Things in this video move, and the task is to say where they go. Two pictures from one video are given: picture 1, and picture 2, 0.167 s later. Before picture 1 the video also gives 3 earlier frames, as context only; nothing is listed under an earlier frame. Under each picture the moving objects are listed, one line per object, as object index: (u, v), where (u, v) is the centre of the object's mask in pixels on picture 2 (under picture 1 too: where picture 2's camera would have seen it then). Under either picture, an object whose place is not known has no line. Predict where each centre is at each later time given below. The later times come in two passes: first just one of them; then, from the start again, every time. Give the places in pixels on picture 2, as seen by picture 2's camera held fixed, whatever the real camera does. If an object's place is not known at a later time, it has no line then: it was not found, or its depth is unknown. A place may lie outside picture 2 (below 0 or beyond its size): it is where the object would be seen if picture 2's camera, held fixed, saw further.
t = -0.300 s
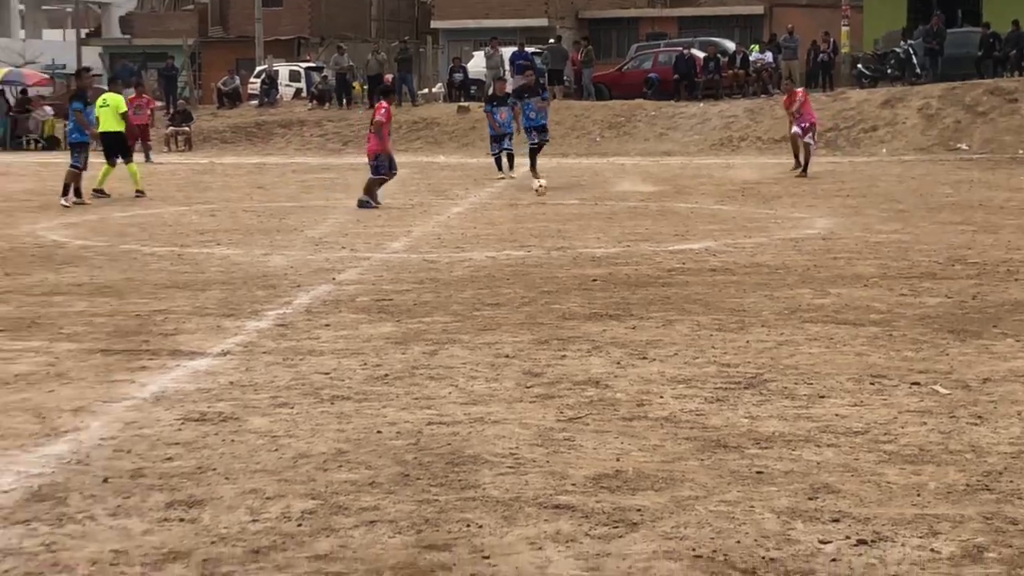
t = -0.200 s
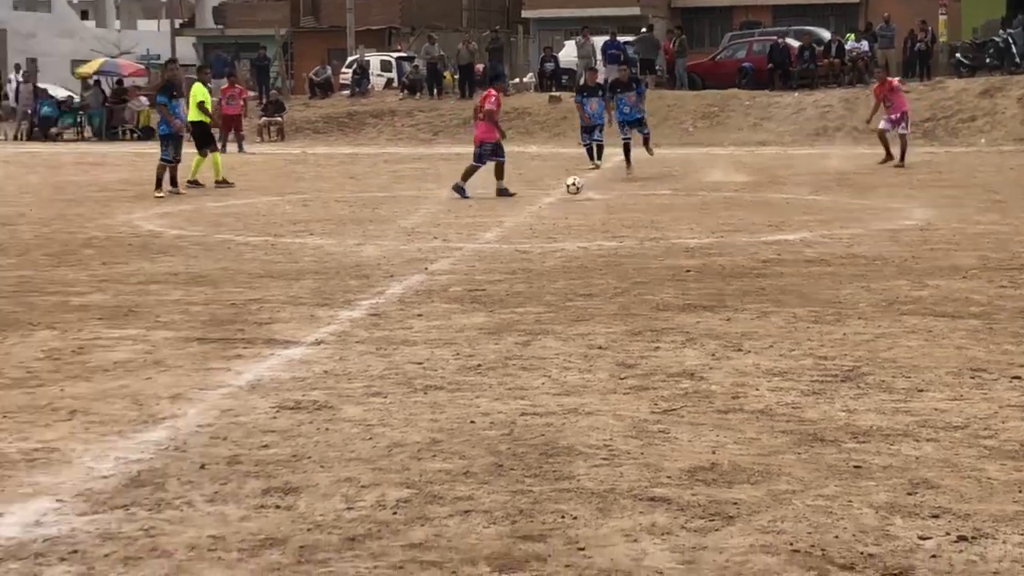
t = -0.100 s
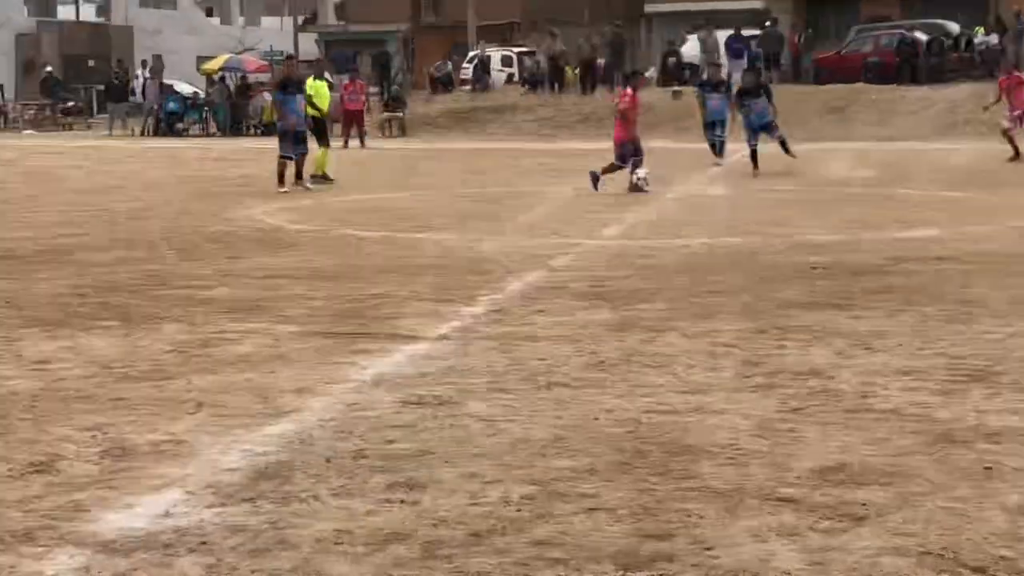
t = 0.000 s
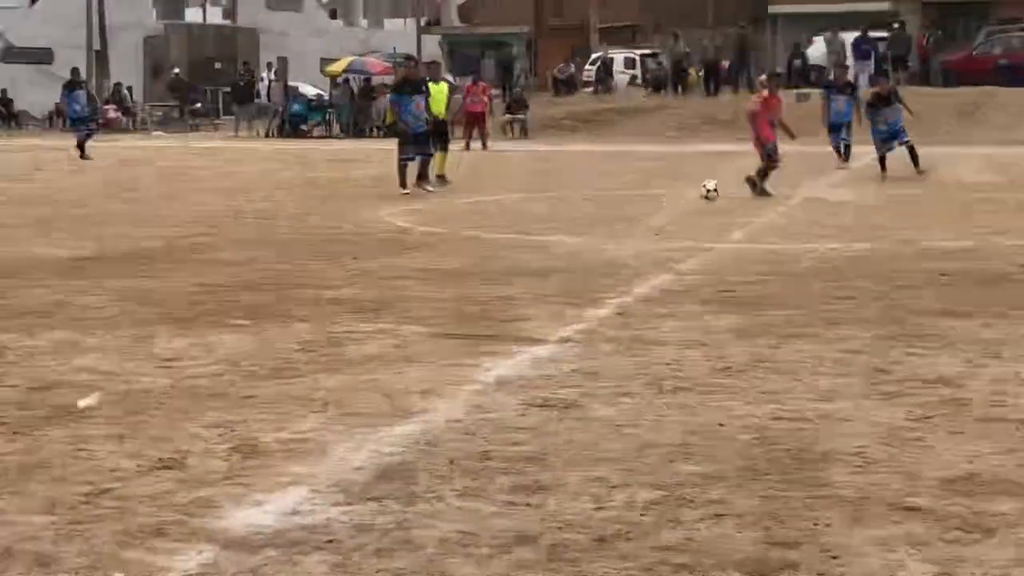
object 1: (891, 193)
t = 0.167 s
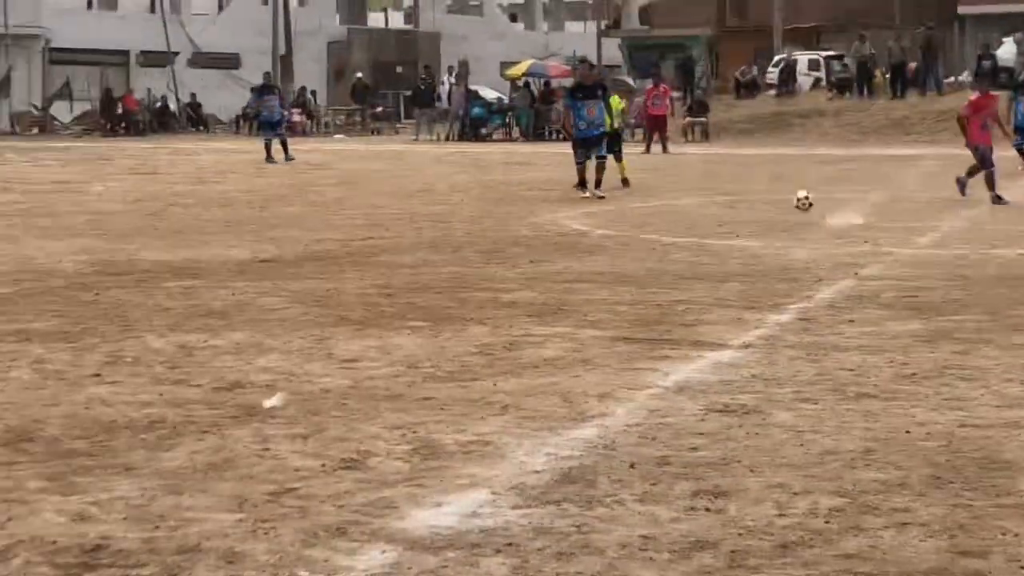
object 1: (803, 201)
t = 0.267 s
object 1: (754, 200)
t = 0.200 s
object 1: (788, 198)
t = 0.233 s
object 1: (772, 200)
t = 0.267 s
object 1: (754, 200)
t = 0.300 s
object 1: (738, 202)
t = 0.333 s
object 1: (720, 206)
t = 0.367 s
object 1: (702, 212)
